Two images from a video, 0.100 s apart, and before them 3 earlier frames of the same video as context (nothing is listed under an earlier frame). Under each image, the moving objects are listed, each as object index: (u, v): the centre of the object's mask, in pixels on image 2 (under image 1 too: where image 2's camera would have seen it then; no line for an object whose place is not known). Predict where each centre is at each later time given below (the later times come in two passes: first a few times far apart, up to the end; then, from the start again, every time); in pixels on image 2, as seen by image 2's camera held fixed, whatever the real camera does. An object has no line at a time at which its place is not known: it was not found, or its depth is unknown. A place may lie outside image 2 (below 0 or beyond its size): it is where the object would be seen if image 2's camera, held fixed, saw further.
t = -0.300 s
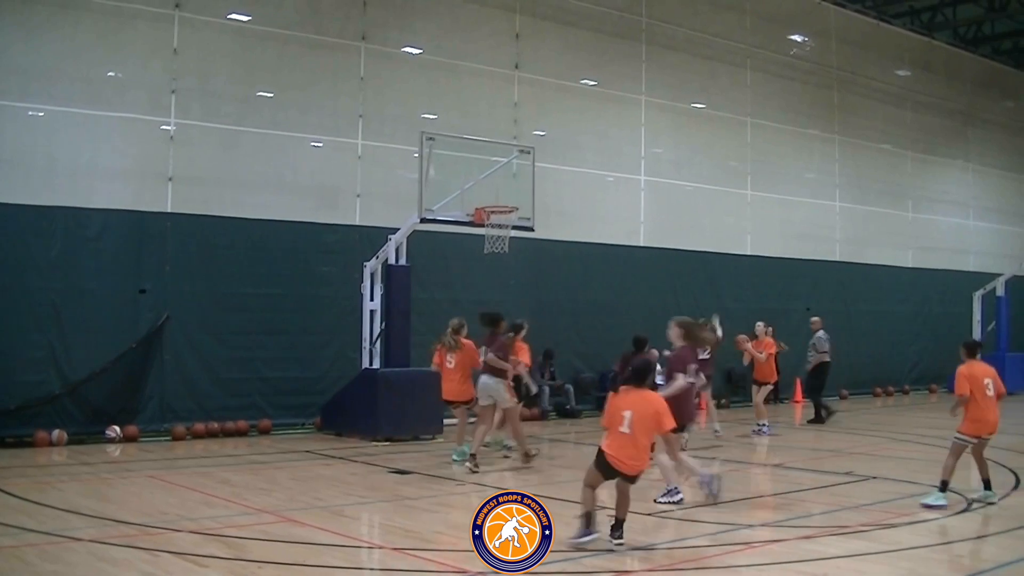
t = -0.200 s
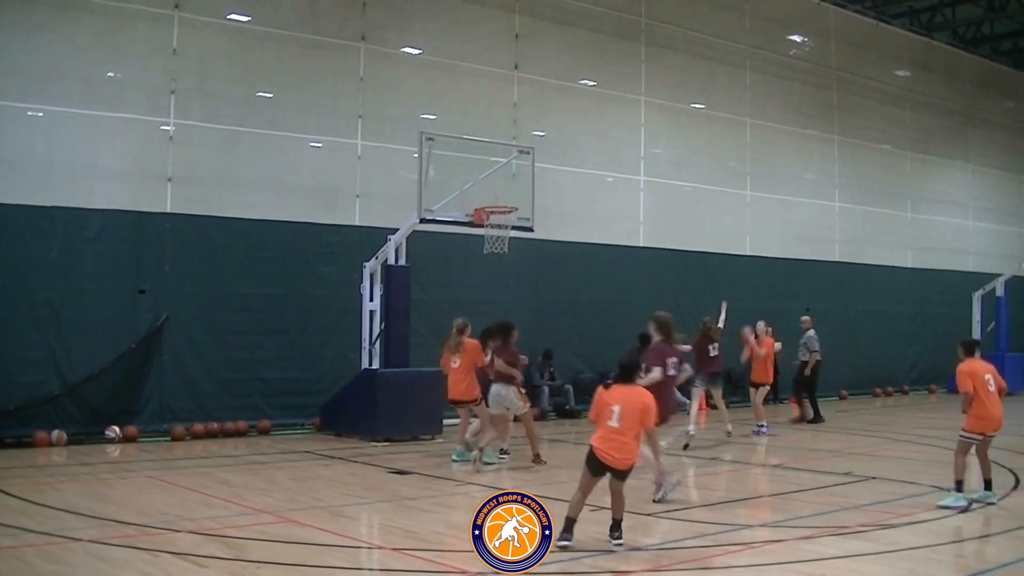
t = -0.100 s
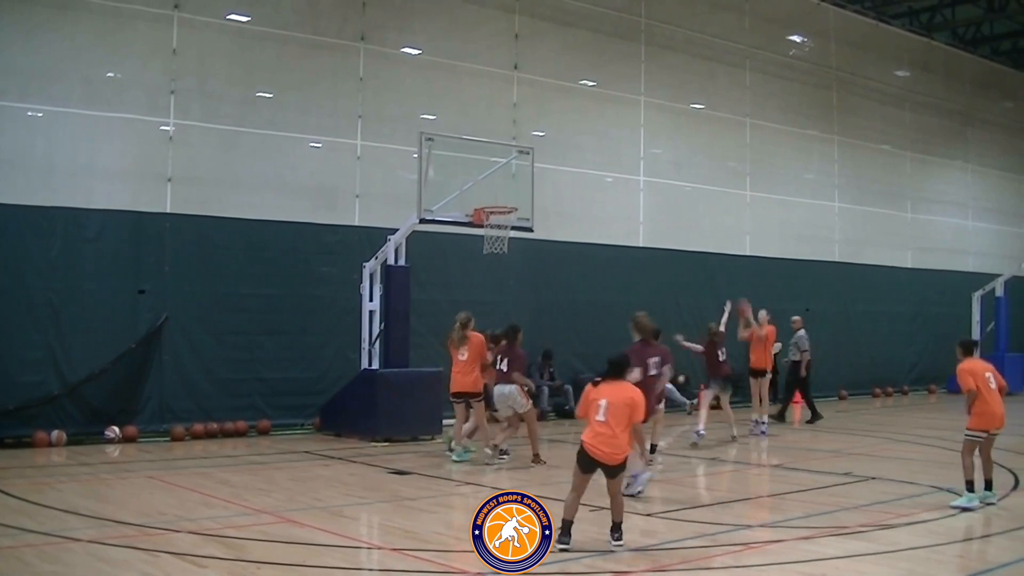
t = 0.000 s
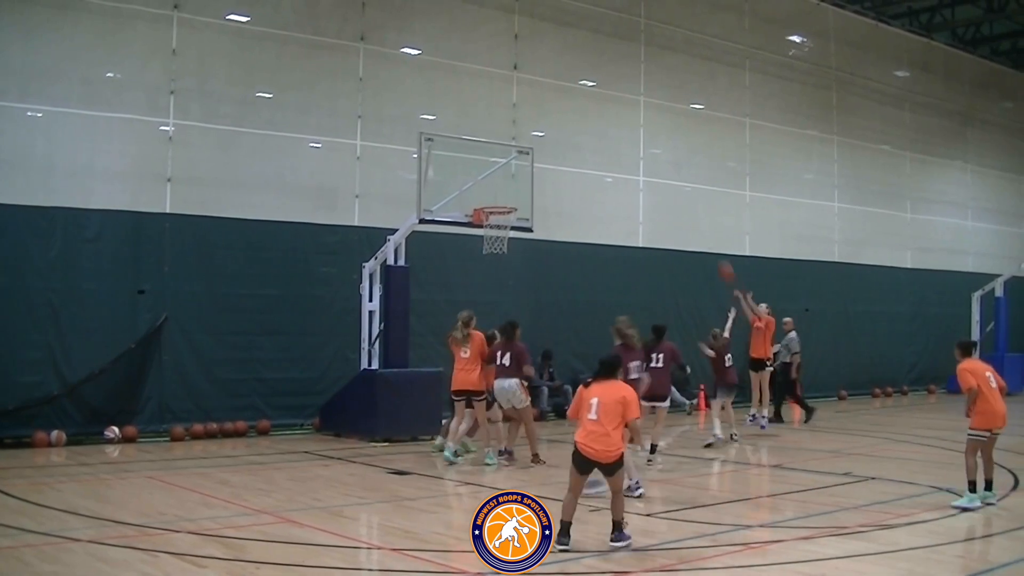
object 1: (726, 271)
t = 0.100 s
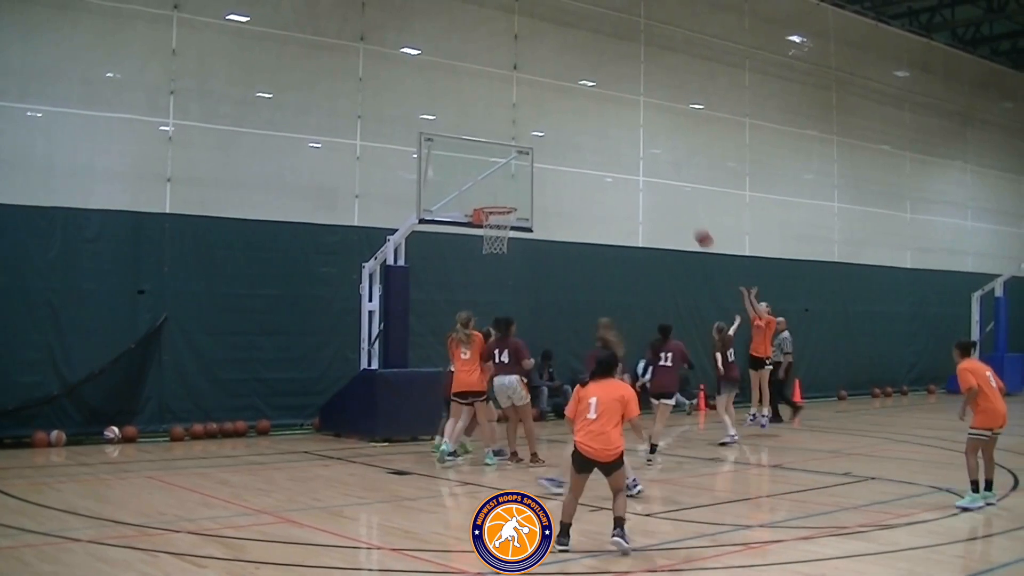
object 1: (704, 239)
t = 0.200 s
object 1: (681, 211)
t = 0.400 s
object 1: (635, 176)
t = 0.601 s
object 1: (586, 167)
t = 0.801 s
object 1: (535, 187)
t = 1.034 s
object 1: (528, 189)
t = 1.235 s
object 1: (561, 190)
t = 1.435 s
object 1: (595, 220)
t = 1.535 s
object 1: (613, 247)
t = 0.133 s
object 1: (696, 229)
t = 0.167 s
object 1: (689, 220)
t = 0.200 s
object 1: (681, 211)
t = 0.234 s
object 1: (674, 204)
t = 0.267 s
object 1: (666, 197)
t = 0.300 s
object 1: (658, 190)
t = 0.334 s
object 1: (651, 185)
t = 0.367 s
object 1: (643, 179)
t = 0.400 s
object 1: (635, 176)
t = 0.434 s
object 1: (627, 172)
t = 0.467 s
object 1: (619, 169)
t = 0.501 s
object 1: (611, 168)
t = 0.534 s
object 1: (603, 167)
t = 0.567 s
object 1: (595, 166)
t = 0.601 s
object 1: (586, 167)
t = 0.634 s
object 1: (578, 168)
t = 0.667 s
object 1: (569, 170)
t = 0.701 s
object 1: (561, 173)
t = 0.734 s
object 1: (553, 177)
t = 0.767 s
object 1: (544, 181)
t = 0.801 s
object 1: (535, 187)
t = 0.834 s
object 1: (526, 195)
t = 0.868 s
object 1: (518, 201)
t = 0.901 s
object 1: (513, 204)
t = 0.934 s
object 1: (517, 200)
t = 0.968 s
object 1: (521, 195)
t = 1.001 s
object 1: (524, 191)
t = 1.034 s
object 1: (528, 189)
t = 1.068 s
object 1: (532, 187)
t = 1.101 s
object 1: (538, 186)
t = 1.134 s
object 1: (544, 185)
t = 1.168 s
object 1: (550, 186)
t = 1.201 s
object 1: (555, 188)
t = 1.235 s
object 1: (561, 190)
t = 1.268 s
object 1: (567, 193)
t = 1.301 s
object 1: (573, 197)
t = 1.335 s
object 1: (579, 201)
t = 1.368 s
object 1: (584, 207)
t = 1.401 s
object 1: (590, 213)
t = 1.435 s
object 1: (595, 220)
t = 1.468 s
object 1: (601, 228)
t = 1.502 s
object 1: (607, 236)
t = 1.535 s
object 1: (613, 247)
